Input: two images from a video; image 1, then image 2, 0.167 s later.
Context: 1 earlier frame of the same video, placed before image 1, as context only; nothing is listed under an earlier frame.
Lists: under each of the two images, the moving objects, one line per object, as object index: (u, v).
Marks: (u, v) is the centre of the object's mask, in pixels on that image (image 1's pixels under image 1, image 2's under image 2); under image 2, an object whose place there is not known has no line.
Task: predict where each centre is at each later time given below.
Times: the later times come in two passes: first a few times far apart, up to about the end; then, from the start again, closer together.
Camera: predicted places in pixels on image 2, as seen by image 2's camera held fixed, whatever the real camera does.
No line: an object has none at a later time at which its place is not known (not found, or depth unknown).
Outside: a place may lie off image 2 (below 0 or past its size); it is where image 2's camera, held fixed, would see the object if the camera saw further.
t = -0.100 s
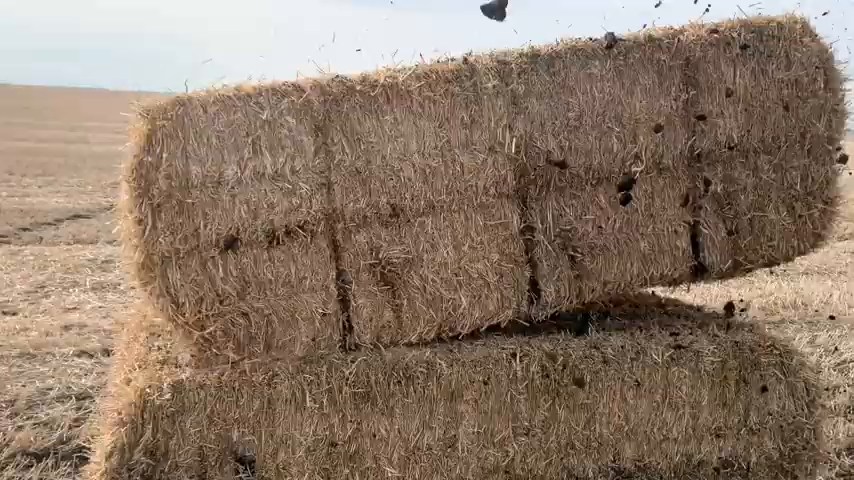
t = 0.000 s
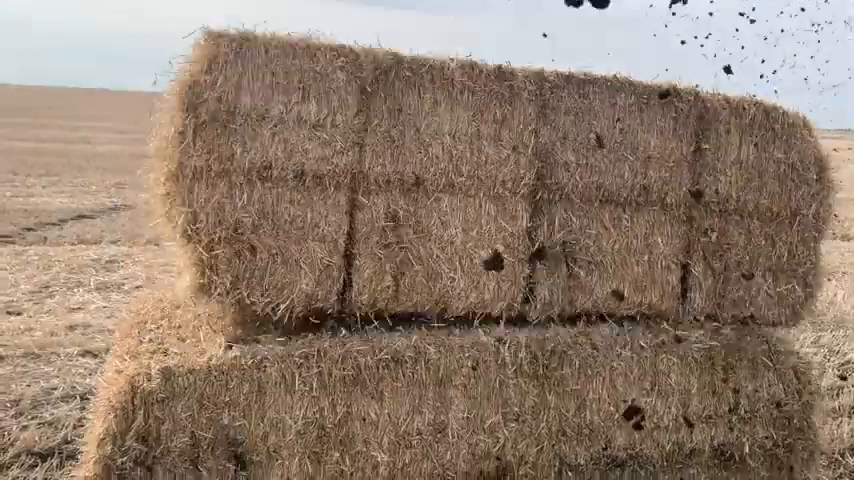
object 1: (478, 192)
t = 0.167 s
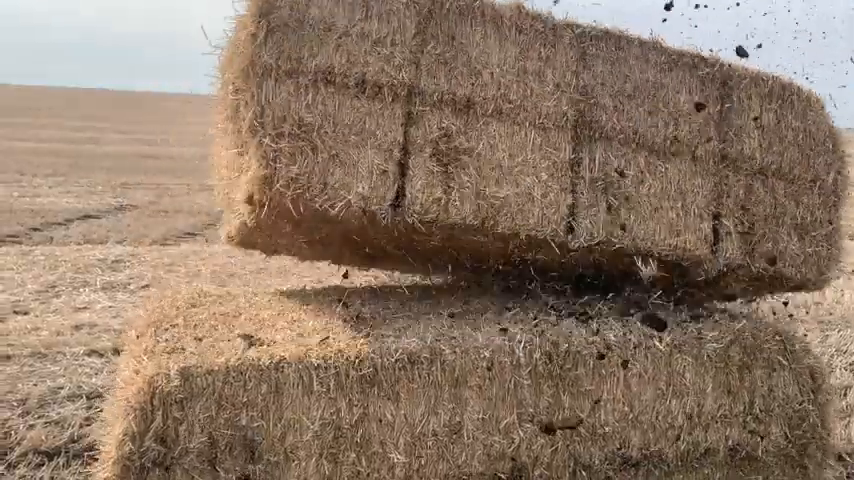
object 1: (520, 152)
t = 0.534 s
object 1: (532, 171)
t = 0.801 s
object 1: (508, 206)
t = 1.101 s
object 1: (475, 220)
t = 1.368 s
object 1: (452, 225)
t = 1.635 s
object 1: (444, 246)
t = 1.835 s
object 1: (444, 240)
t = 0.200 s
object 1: (522, 148)
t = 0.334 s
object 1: (526, 155)
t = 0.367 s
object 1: (528, 157)
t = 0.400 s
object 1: (528, 159)
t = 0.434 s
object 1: (529, 161)
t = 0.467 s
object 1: (530, 164)
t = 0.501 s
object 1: (531, 168)
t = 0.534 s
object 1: (532, 171)
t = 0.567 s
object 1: (530, 174)
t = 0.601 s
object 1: (527, 176)
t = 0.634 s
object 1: (523, 178)
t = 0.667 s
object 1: (520, 181)
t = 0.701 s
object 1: (516, 184)
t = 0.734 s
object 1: (513, 190)
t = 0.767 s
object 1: (508, 196)
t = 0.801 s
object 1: (508, 206)
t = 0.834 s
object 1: (502, 214)
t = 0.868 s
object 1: (502, 221)
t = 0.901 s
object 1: (501, 228)
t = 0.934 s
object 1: (501, 240)
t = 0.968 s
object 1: (493, 237)
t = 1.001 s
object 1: (487, 232)
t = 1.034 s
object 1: (483, 227)
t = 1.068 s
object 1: (478, 223)
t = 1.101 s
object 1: (475, 220)
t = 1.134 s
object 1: (470, 218)
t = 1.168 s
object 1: (467, 218)
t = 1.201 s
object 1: (465, 217)
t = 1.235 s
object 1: (462, 218)
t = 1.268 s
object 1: (459, 219)
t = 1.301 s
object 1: (456, 220)
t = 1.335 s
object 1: (454, 222)
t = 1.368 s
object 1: (452, 225)
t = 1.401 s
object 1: (451, 228)
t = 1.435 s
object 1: (449, 233)
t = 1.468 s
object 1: (446, 236)
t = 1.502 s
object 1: (443, 244)
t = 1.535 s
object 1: (445, 248)
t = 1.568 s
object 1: (443, 248)
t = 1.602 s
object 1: (443, 247)
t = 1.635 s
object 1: (444, 246)
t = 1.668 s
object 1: (446, 244)
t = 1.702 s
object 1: (445, 242)
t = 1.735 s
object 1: (444, 241)
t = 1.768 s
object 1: (444, 240)
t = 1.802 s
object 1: (444, 240)
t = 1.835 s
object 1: (444, 240)
